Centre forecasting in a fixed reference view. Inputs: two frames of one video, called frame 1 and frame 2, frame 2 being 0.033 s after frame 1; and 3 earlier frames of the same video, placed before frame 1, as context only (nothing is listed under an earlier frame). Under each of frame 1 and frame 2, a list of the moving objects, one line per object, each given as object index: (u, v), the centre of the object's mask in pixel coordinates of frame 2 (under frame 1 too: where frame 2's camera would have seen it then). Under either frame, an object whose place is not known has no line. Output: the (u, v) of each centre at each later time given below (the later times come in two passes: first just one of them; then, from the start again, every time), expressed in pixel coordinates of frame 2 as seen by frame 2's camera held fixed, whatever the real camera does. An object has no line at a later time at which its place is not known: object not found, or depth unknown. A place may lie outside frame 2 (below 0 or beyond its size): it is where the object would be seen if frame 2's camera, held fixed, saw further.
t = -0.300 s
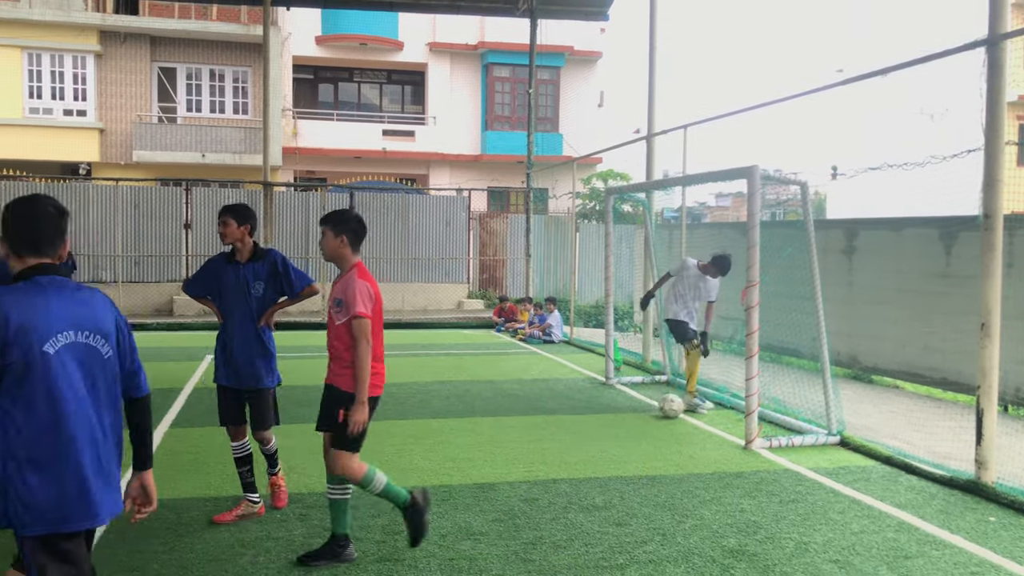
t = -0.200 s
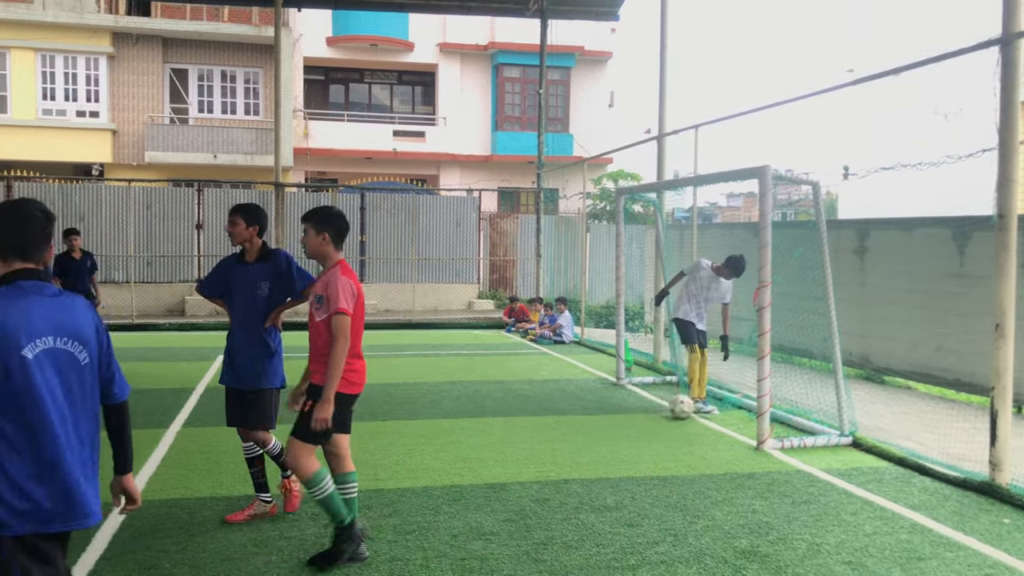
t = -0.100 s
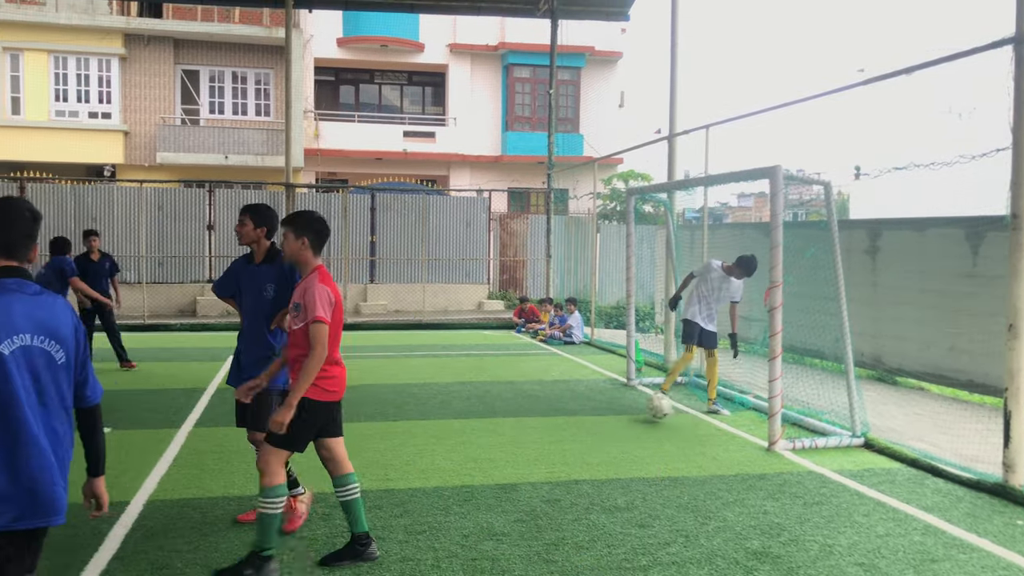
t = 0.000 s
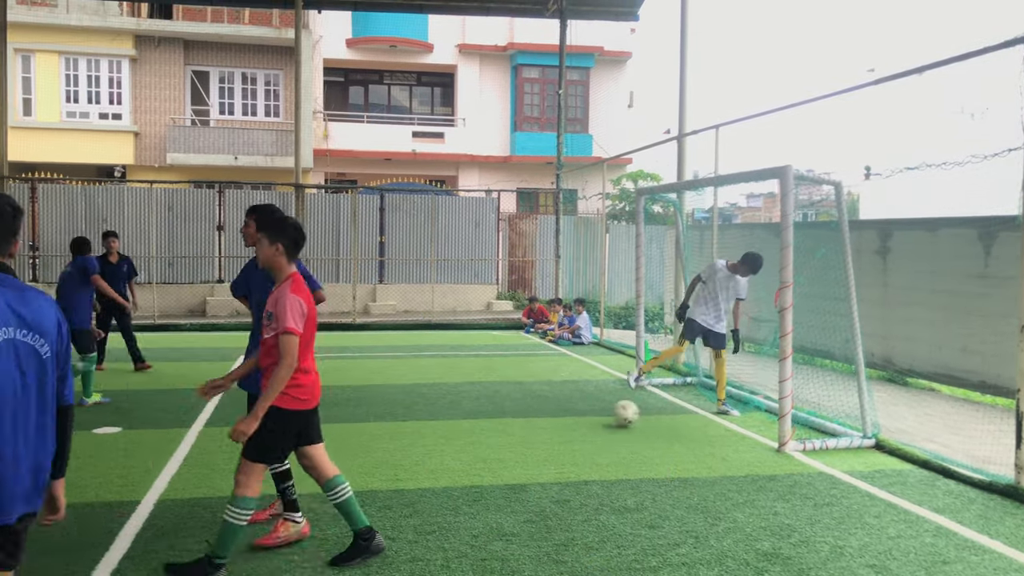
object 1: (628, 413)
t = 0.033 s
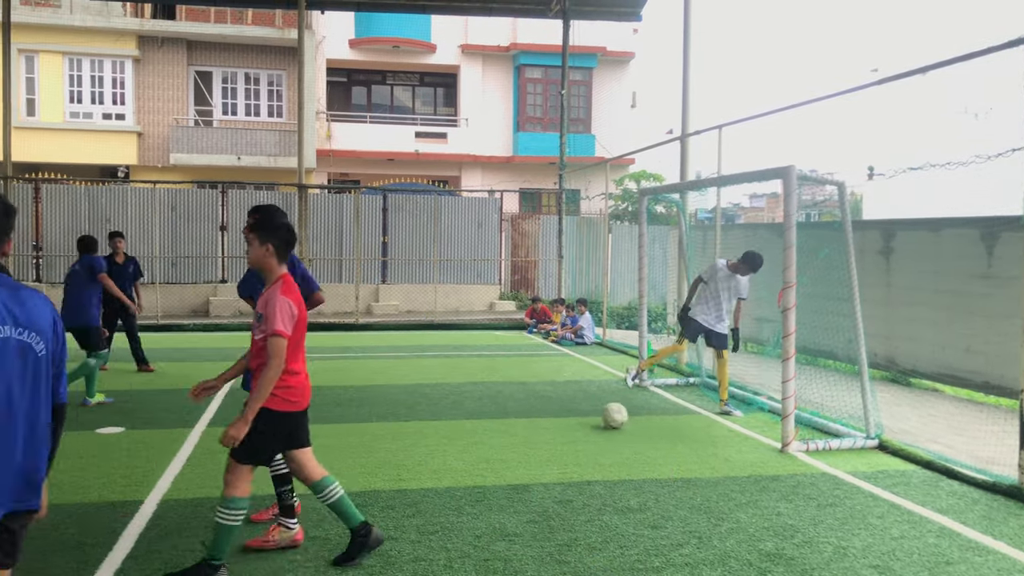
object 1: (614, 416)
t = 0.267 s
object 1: (545, 421)
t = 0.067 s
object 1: (603, 415)
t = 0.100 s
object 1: (592, 416)
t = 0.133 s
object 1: (581, 418)
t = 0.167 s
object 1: (572, 418)
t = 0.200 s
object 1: (563, 419)
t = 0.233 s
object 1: (554, 421)
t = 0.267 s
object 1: (545, 421)
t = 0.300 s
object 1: (535, 422)
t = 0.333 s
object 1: (526, 423)
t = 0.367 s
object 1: (518, 424)
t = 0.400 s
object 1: (509, 425)
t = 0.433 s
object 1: (498, 426)
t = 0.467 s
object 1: (489, 427)
